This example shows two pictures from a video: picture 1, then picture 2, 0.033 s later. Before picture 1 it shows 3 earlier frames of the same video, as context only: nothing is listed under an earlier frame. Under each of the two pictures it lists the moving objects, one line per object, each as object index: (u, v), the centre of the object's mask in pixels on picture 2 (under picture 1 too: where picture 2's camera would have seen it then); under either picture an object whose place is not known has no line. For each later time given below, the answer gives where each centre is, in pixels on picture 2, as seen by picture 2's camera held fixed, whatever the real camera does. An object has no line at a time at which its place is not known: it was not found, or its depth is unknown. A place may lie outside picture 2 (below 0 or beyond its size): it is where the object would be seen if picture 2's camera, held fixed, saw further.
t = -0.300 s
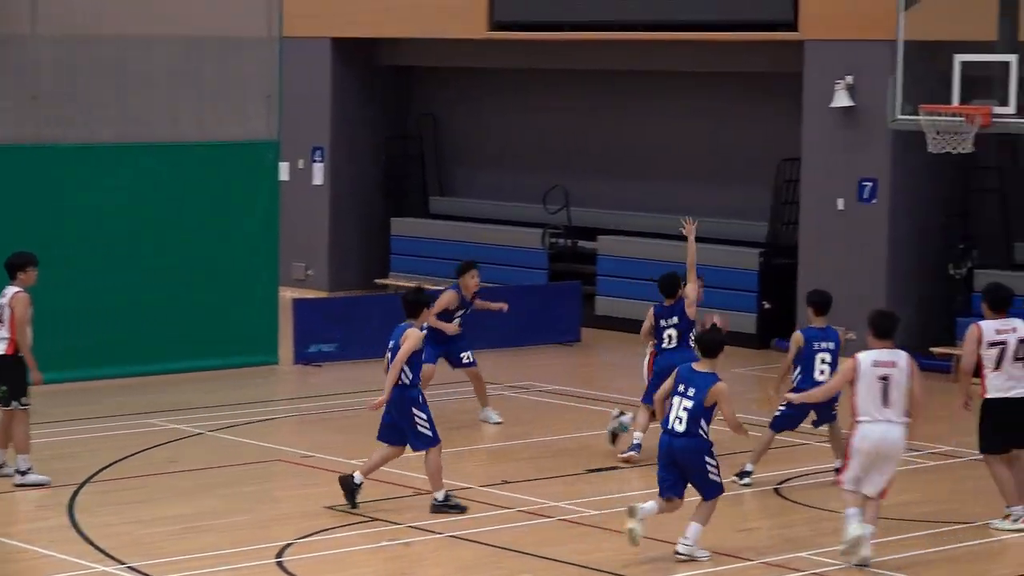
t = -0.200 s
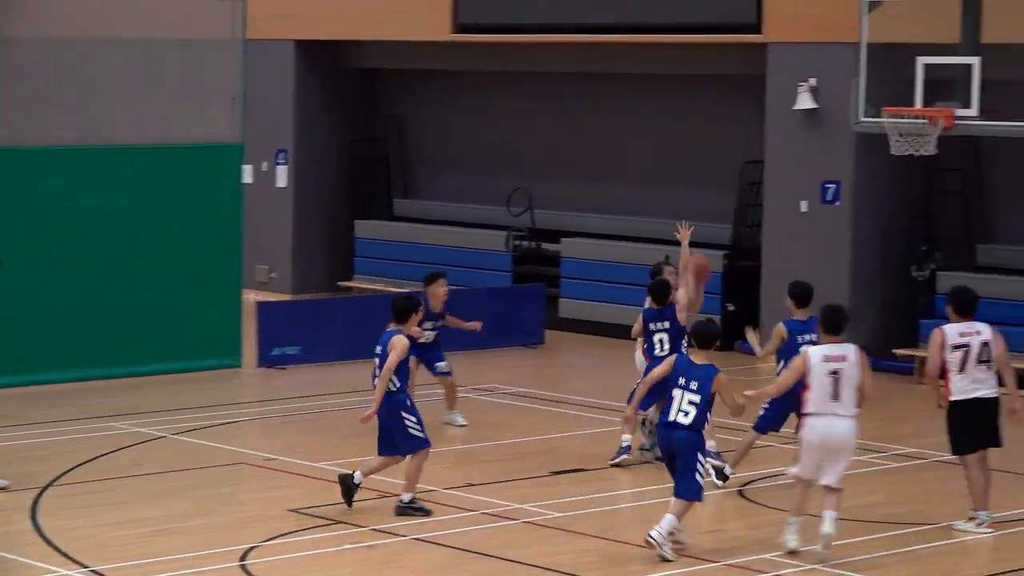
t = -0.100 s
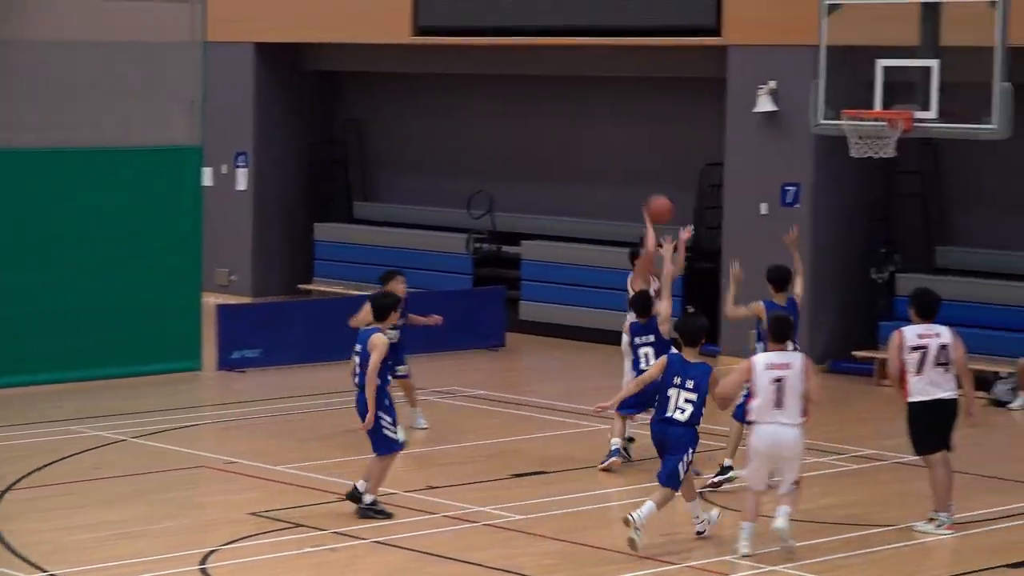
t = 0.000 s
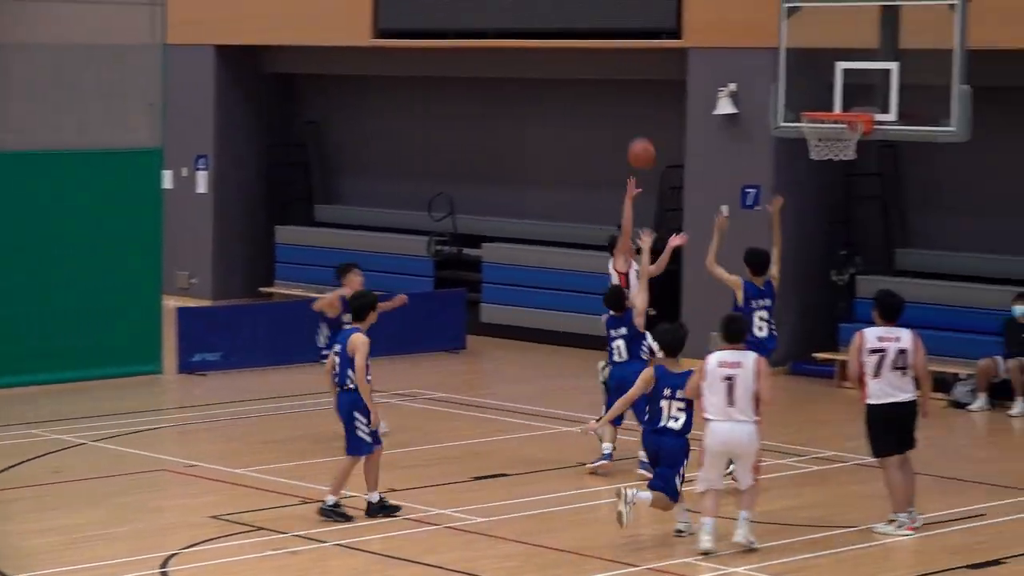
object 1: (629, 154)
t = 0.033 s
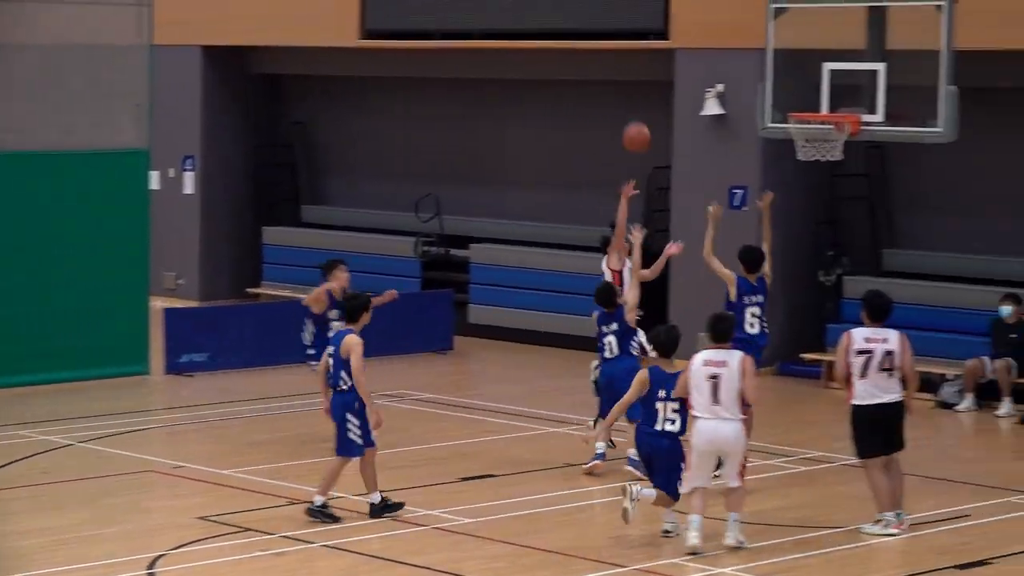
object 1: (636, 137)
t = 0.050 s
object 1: (640, 129)
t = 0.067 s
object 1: (643, 121)
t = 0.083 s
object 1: (646, 114)
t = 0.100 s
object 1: (649, 107)
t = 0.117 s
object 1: (653, 100)
